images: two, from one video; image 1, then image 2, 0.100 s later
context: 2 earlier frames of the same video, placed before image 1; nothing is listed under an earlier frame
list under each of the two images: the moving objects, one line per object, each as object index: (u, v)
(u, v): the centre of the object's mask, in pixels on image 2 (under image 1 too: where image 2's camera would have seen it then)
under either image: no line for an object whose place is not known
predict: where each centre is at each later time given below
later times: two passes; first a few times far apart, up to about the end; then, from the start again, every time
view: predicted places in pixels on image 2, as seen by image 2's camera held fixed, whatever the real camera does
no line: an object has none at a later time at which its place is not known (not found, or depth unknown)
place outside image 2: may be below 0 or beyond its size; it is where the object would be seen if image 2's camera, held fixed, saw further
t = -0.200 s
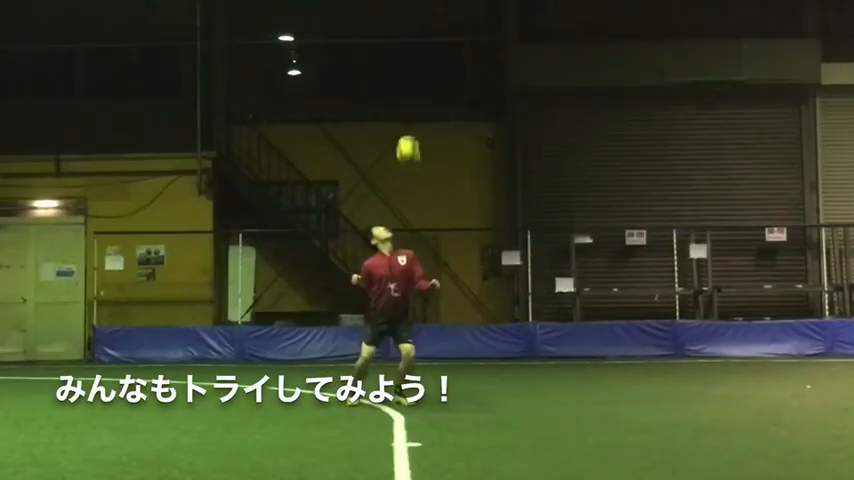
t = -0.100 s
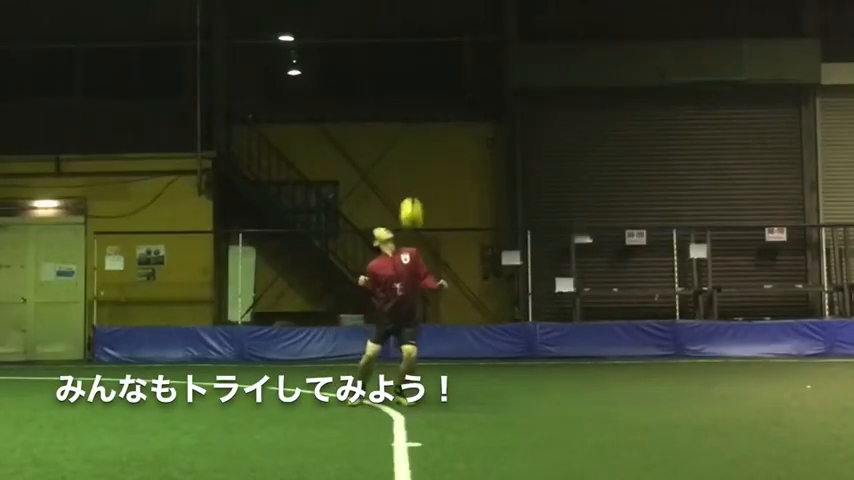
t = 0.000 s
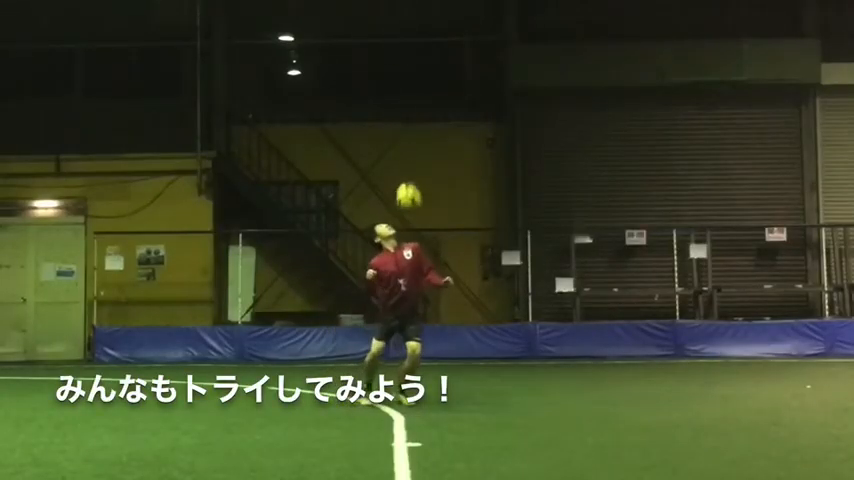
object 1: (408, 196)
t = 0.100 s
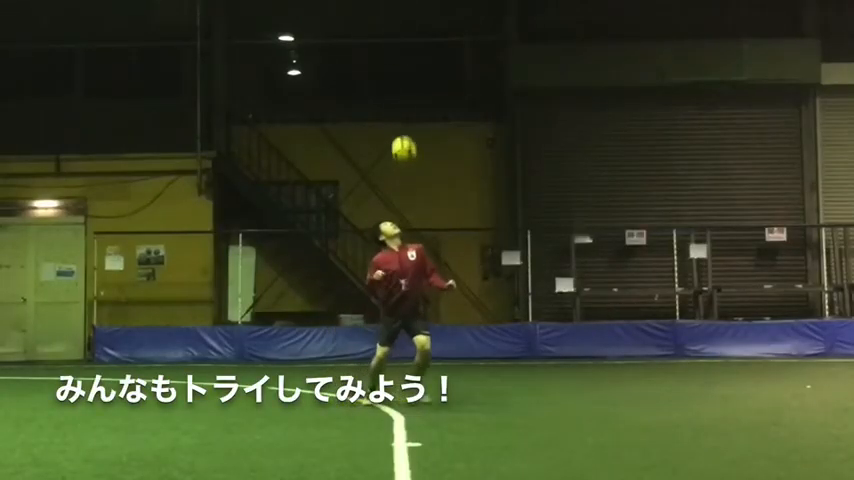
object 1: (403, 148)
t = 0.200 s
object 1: (399, 113)
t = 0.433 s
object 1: (388, 74)
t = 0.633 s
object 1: (380, 90)
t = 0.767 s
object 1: (374, 125)
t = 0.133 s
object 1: (402, 134)
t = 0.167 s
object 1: (400, 123)
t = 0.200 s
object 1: (399, 113)
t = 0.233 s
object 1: (397, 104)
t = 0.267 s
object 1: (396, 95)
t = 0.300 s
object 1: (394, 89)
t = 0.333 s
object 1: (393, 83)
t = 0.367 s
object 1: (391, 79)
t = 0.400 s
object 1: (390, 76)
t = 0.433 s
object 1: (388, 74)
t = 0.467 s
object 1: (387, 74)
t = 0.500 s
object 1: (386, 74)
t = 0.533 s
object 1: (384, 76)
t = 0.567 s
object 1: (383, 79)
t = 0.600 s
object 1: (381, 84)
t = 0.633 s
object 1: (380, 90)
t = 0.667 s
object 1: (379, 97)
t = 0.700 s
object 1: (377, 105)
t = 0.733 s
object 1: (376, 114)
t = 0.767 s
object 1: (374, 125)
